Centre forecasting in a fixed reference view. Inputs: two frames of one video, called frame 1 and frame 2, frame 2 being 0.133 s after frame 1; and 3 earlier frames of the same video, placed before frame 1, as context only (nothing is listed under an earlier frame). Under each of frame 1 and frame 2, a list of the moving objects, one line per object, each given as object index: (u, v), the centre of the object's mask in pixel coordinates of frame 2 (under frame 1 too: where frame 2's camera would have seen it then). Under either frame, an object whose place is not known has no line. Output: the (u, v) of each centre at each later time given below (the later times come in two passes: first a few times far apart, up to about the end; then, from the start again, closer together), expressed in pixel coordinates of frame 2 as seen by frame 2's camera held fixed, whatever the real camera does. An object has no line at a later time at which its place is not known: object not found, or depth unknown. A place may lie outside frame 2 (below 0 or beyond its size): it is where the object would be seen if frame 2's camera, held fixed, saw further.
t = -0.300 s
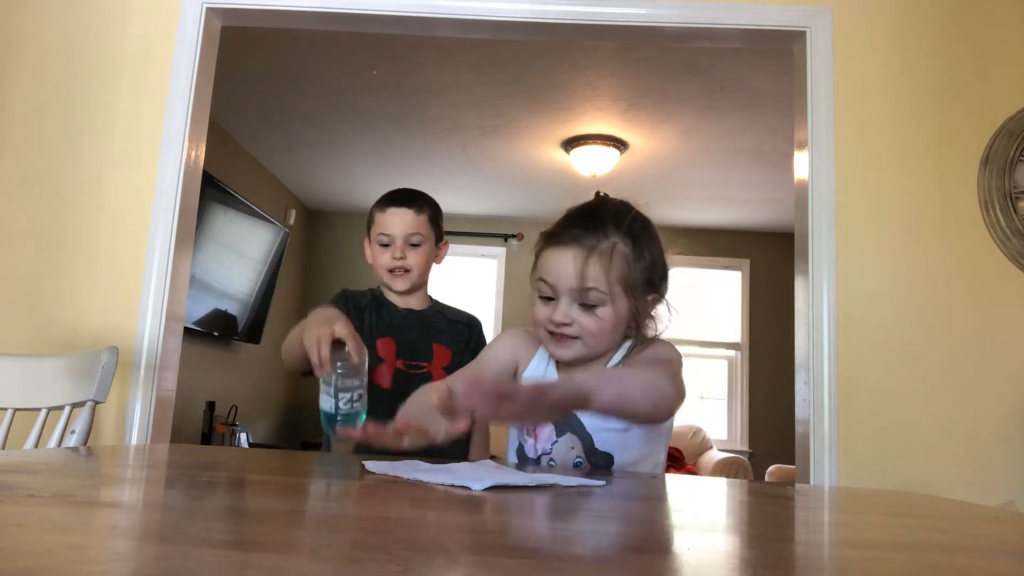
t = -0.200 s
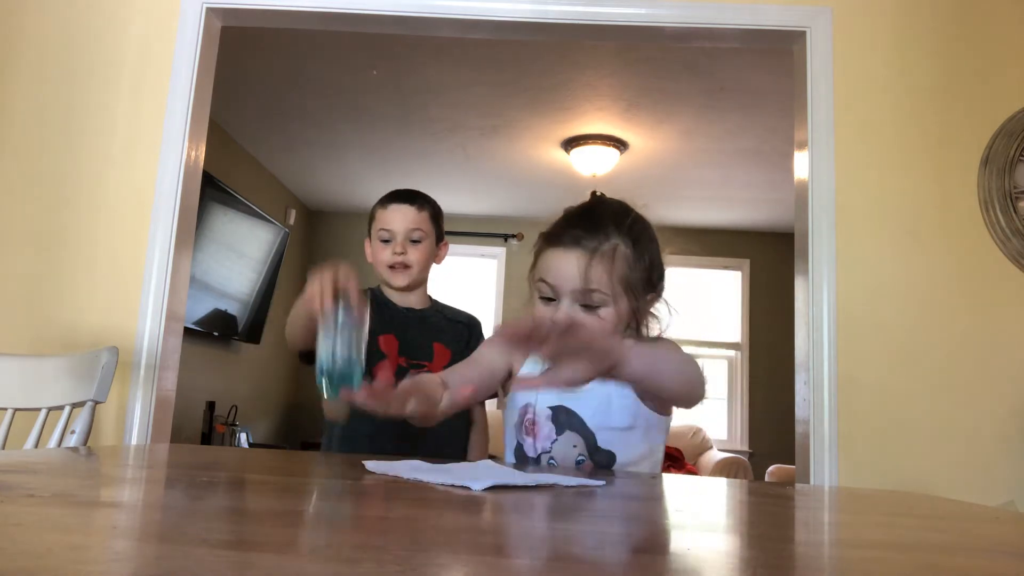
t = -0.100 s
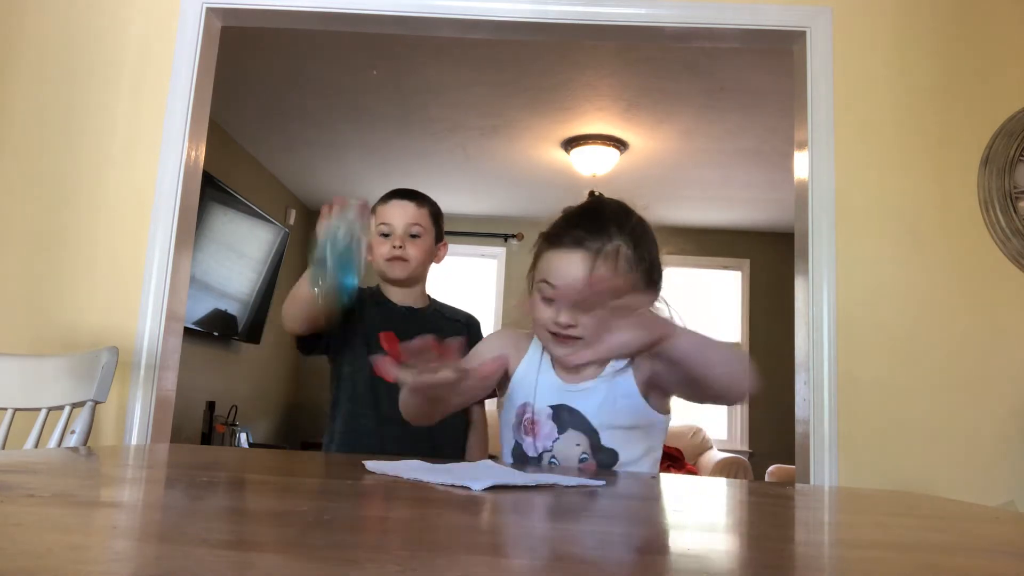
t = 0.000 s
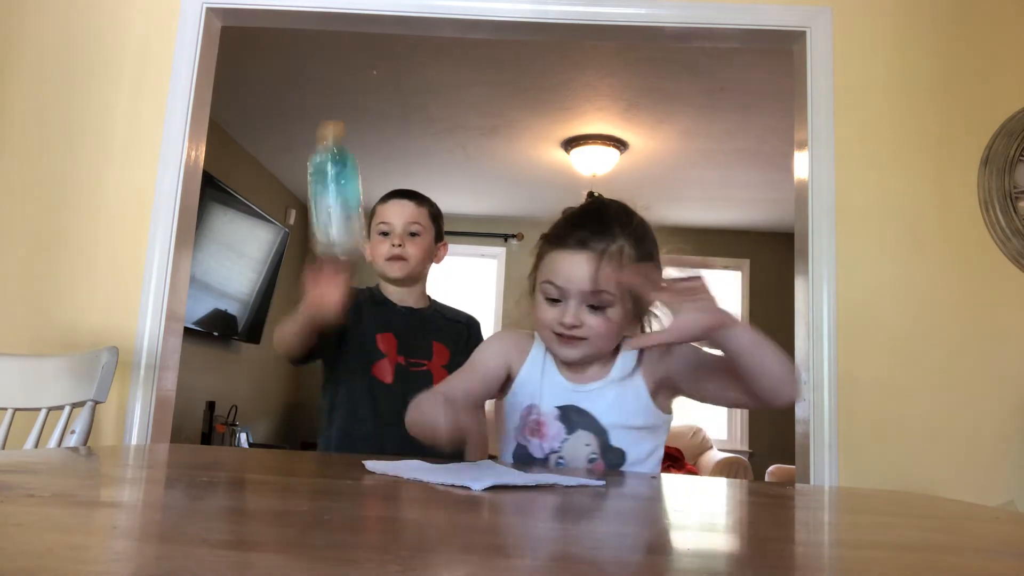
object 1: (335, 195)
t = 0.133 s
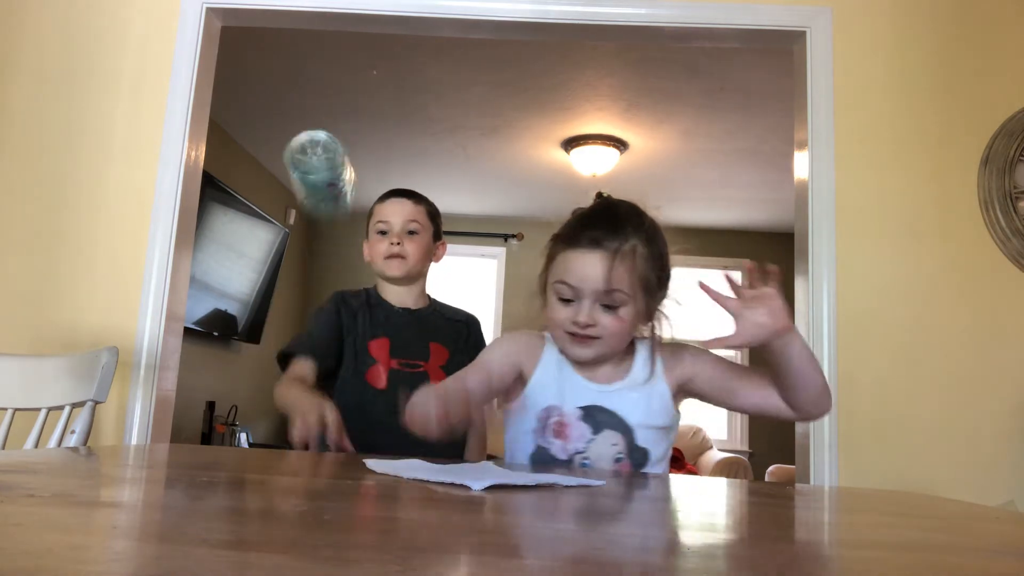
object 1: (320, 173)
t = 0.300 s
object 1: (296, 370)
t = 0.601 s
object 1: (294, 372)
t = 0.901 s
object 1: (291, 372)
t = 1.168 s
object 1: (293, 373)
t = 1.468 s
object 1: (292, 372)
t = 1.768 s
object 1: (292, 372)
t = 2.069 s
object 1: (293, 373)
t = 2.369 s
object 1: (292, 373)
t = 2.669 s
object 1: (292, 373)
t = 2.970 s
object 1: (291, 373)
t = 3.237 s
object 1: (293, 373)
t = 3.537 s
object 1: (291, 373)
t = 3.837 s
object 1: (293, 373)
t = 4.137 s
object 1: (291, 373)
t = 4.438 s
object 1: (292, 373)
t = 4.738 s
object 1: (292, 373)
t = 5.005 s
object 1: (292, 373)
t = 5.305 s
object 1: (292, 373)
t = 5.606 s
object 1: (291, 373)
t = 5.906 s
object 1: (292, 373)
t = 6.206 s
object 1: (292, 373)
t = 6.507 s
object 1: (292, 373)
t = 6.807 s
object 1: (292, 373)
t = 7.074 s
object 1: (292, 373)
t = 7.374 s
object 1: (291, 373)
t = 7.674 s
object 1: (291, 373)
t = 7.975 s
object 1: (291, 373)
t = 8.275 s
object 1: (292, 373)
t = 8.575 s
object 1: (292, 372)
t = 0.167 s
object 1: (316, 195)
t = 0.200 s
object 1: (313, 232)
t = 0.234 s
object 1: (308, 276)
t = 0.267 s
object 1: (302, 319)
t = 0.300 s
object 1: (296, 370)
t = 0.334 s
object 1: (296, 372)
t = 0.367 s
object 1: (295, 372)
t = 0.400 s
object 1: (296, 372)
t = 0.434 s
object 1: (296, 373)
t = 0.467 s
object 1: (296, 373)
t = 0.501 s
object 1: (297, 373)
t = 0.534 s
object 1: (296, 372)
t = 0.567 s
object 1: (294, 372)
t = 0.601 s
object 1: (294, 372)
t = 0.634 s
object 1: (293, 372)
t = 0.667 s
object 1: (293, 372)
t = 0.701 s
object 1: (291, 372)
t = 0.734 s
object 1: (290, 372)
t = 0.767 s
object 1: (289, 372)
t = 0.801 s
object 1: (289, 372)
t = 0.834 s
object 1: (289, 372)
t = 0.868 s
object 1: (290, 372)
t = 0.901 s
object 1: (291, 372)
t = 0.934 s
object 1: (292, 372)
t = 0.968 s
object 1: (293, 372)
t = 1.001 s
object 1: (293, 372)
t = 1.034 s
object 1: (294, 372)
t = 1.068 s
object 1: (294, 372)
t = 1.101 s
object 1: (294, 373)
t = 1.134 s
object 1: (294, 372)
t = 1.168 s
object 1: (293, 373)
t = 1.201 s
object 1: (292, 372)
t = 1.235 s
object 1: (291, 372)
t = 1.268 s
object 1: (290, 372)
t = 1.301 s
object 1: (290, 372)
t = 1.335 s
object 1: (290, 372)
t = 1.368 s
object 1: (290, 372)
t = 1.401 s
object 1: (290, 372)
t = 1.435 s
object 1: (291, 372)
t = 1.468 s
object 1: (292, 372)
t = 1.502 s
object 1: (293, 373)
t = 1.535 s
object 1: (294, 373)
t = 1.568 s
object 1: (294, 373)
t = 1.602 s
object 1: (294, 373)
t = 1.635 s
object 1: (294, 373)
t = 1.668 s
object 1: (294, 373)
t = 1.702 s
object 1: (293, 373)
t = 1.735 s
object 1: (292, 372)
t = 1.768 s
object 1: (292, 372)
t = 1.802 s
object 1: (291, 372)
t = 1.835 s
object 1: (290, 372)
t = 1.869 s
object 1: (290, 372)
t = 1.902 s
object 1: (290, 372)
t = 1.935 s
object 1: (290, 372)
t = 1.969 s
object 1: (291, 373)
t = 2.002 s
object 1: (292, 373)
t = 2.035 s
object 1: (293, 373)
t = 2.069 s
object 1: (293, 373)
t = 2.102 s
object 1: (294, 373)
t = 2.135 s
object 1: (294, 373)
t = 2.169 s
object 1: (294, 372)
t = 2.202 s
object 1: (293, 372)
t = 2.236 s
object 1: (293, 373)
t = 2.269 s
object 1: (292, 373)
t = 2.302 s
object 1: (292, 373)
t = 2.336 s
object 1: (292, 373)
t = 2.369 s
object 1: (292, 373)
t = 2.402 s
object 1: (291, 373)
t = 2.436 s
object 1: (291, 373)
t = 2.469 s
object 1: (291, 373)
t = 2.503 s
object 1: (292, 373)
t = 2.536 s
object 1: (292, 373)
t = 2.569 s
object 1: (292, 373)
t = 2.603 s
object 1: (292, 373)
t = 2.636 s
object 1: (292, 373)
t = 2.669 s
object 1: (292, 373)
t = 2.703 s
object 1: (293, 373)
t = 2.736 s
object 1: (293, 373)
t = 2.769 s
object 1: (293, 373)
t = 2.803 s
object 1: (293, 373)
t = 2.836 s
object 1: (293, 373)
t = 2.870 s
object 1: (293, 373)
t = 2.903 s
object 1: (292, 373)
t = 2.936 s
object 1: (292, 373)
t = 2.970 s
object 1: (291, 373)
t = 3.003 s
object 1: (291, 373)
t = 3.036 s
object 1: (291, 373)
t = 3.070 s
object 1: (291, 373)
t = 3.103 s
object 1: (292, 373)
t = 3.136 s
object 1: (292, 373)
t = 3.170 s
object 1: (292, 373)
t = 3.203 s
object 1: (293, 373)
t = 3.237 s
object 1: (293, 373)
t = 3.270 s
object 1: (294, 373)
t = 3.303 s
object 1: (294, 373)
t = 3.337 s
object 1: (294, 373)
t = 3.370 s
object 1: (293, 373)
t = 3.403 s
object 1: (293, 373)
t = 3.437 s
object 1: (292, 373)
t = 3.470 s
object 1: (292, 373)
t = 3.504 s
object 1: (291, 373)
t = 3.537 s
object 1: (291, 373)
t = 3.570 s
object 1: (291, 373)
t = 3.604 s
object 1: (291, 373)
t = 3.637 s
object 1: (291, 373)
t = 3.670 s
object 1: (292, 373)
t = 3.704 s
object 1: (292, 373)
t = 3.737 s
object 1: (292, 373)
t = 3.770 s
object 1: (292, 373)
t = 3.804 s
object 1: (292, 373)
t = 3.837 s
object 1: (293, 373)
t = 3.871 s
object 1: (293, 373)
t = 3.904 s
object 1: (293, 373)
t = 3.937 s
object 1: (293, 373)
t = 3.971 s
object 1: (292, 373)
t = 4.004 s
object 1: (292, 373)
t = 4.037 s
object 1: (291, 373)
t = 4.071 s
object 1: (291, 373)
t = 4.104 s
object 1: (291, 373)
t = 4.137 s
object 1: (291, 373)
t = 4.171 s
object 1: (292, 373)
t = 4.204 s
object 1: (292, 373)
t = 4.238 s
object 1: (292, 373)
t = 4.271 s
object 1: (293, 373)
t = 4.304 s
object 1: (293, 373)
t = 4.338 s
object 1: (293, 373)
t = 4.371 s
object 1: (293, 373)
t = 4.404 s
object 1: (293, 373)
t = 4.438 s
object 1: (292, 373)
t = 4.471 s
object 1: (292, 373)
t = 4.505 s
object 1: (291, 373)
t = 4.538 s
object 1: (291, 373)
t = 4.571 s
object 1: (291, 373)
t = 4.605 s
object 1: (292, 373)
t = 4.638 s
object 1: (292, 373)
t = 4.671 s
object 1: (292, 373)
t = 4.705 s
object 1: (292, 373)
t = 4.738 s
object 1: (292, 373)
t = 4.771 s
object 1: (293, 373)
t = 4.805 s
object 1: (293, 373)
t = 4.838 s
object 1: (292, 373)
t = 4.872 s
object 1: (292, 373)
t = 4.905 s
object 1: (292, 373)
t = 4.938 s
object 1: (292, 373)
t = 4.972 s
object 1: (292, 373)
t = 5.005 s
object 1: (292, 373)
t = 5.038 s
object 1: (291, 373)
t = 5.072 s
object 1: (291, 373)
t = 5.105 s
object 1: (291, 373)
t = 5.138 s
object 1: (291, 373)
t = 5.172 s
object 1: (292, 373)
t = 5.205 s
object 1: (292, 373)
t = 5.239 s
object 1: (292, 373)
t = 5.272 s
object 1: (292, 373)
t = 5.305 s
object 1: (292, 373)
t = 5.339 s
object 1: (292, 373)
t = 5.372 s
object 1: (292, 373)
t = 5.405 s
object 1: (292, 373)
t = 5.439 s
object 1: (292, 373)
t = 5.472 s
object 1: (292, 373)
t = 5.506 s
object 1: (292, 373)
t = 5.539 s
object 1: (291, 373)
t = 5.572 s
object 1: (291, 373)
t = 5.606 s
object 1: (291, 373)
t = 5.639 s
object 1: (292, 373)
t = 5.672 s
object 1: (292, 373)
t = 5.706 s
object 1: (292, 373)
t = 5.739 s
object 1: (292, 373)
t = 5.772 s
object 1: (292, 373)
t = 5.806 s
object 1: (292, 373)
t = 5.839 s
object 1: (292, 373)
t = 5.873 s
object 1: (292, 373)
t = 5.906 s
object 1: (292, 373)
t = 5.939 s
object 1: (292, 373)
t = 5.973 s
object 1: (292, 373)
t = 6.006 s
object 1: (292, 373)
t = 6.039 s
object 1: (292, 373)
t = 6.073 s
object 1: (292, 373)
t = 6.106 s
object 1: (292, 373)
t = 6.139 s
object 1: (292, 373)
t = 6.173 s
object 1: (292, 373)
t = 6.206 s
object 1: (292, 373)
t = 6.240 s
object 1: (292, 373)
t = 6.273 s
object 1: (292, 373)
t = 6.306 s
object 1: (292, 373)
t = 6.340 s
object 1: (292, 372)
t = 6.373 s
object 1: (292, 373)
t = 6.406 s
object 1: (292, 373)
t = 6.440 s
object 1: (292, 373)
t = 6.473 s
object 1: (292, 373)
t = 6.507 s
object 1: (292, 373)
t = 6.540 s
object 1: (292, 373)
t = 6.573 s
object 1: (292, 373)
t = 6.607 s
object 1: (292, 372)
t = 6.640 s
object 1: (292, 372)
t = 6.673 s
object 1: (292, 373)
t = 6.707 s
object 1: (292, 373)
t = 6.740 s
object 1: (292, 373)
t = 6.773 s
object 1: (292, 373)
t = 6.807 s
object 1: (292, 373)
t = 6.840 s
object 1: (292, 373)
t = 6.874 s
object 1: (292, 373)
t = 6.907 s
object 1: (292, 373)
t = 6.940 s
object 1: (292, 372)
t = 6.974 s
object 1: (292, 373)
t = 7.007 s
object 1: (292, 373)
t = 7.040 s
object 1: (291, 373)
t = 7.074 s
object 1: (292, 373)
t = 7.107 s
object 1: (291, 373)
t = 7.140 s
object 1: (291, 373)
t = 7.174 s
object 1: (291, 373)
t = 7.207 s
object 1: (291, 373)
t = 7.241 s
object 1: (291, 373)
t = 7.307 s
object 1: (292, 373)
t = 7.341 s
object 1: (291, 373)
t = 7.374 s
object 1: (291, 373)
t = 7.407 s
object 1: (291, 373)
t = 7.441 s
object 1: (291, 373)
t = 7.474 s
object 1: (291, 373)
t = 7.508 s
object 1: (291, 373)
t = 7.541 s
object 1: (291, 373)
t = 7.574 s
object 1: (291, 373)
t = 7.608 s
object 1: (291, 373)
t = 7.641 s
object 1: (291, 373)
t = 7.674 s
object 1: (291, 373)
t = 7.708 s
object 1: (291, 373)
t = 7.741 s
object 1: (291, 373)
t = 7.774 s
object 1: (291, 373)
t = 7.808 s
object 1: (291, 373)
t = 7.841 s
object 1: (291, 373)
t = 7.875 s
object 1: (291, 373)
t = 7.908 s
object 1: (292, 372)
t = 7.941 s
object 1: (291, 373)
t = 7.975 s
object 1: (291, 373)
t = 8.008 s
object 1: (292, 373)
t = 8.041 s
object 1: (292, 373)
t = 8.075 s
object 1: (291, 373)
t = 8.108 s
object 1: (291, 373)
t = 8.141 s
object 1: (291, 373)
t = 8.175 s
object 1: (291, 373)
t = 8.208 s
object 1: (292, 373)
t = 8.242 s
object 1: (292, 373)
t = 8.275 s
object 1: (292, 373)
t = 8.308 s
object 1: (292, 373)
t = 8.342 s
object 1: (292, 373)
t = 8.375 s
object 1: (292, 372)
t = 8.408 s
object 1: (291, 373)
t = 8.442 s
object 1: (291, 373)
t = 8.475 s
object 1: (292, 372)
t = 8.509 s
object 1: (292, 373)
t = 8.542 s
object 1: (292, 373)
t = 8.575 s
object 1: (292, 372)
